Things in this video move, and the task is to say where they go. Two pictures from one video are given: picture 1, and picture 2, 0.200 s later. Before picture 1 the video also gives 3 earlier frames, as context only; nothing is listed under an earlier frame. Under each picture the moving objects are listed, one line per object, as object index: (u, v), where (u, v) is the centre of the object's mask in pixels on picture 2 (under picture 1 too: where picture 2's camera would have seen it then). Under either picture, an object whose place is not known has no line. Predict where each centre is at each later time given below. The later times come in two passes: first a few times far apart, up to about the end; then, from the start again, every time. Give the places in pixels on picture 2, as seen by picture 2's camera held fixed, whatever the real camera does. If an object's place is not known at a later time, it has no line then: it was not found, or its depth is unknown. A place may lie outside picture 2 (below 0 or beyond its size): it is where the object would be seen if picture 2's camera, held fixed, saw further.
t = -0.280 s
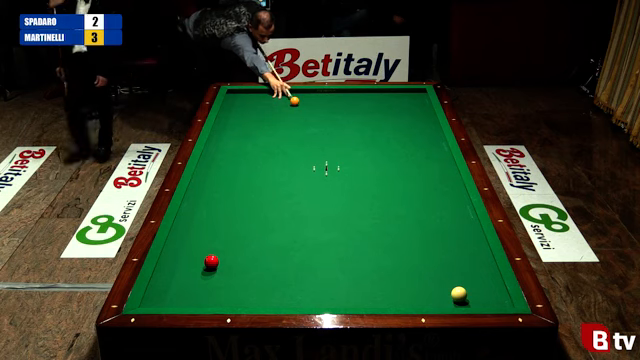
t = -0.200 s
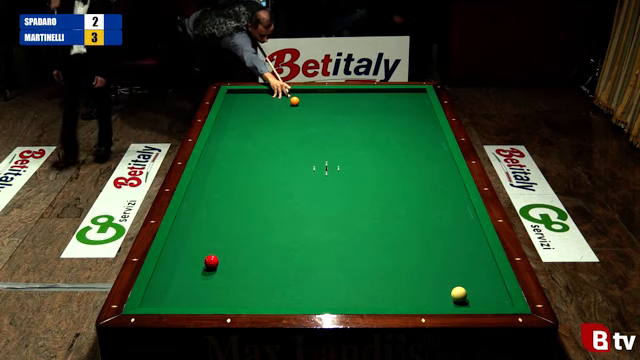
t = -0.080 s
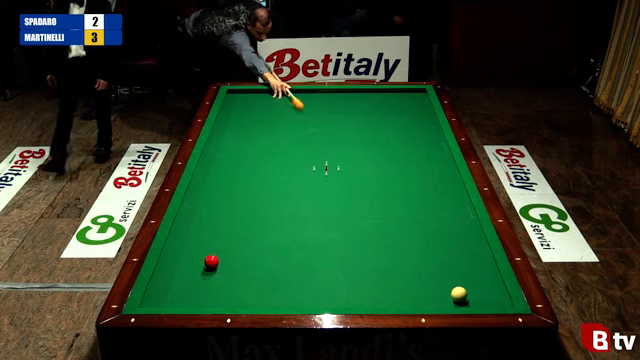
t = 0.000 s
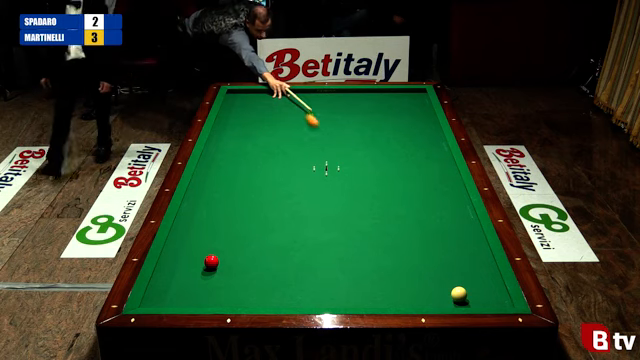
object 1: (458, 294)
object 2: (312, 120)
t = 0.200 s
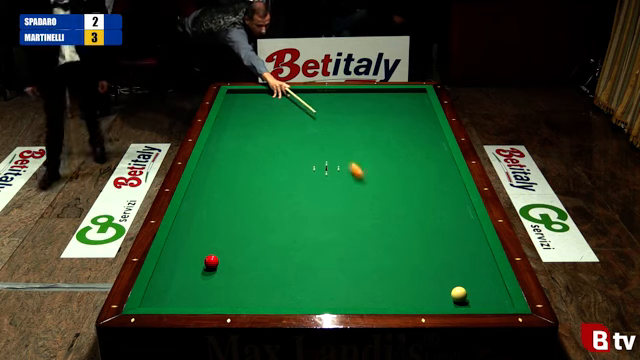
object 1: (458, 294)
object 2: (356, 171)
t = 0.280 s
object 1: (458, 293)
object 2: (377, 195)
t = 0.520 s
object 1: (459, 294)
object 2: (456, 281)
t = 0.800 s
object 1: (423, 238)
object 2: (460, 287)
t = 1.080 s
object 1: (397, 192)
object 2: (409, 285)
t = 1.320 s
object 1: (379, 160)
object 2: (369, 284)
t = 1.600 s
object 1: (362, 130)
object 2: (322, 283)
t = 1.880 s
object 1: (348, 106)
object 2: (276, 281)
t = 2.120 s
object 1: (339, 91)
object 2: (238, 280)
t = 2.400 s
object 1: (336, 106)
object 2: (196, 278)
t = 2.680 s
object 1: (333, 119)
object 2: (159, 278)
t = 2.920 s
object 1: (330, 132)
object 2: (179, 281)
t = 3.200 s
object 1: (326, 147)
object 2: (198, 286)
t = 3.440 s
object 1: (323, 162)
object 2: (215, 289)
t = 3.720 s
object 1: (318, 181)
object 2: (234, 292)
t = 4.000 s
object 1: (313, 201)
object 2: (252, 295)
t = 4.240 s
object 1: (308, 220)
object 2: (268, 298)
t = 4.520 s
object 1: (301, 245)
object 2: (285, 300)
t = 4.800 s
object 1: (294, 273)
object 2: (303, 302)
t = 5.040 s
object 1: (287, 298)
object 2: (316, 302)
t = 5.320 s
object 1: (285, 288)
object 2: (329, 301)
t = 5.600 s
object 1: (284, 271)
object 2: (341, 300)
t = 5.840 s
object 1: (284, 258)
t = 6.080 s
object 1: (283, 246)
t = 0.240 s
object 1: (458, 294)
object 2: (366, 183)
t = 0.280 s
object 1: (458, 293)
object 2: (377, 195)
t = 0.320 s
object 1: (458, 293)
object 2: (389, 208)
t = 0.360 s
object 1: (458, 293)
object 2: (400, 221)
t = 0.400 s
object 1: (459, 293)
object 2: (413, 236)
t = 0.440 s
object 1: (459, 293)
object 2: (427, 252)
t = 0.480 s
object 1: (459, 293)
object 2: (441, 268)
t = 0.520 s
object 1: (459, 294)
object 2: (456, 281)
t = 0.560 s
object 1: (456, 298)
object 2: (471, 286)
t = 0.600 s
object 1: (450, 287)
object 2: (485, 287)
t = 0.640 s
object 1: (443, 276)
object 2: (497, 289)
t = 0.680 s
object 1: (438, 265)
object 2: (489, 288)
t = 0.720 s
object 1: (432, 256)
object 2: (478, 288)
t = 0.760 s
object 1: (428, 247)
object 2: (469, 287)
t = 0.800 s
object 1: (423, 238)
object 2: (460, 287)
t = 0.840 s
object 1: (419, 231)
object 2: (452, 286)
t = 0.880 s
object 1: (414, 224)
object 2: (445, 286)
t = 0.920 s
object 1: (411, 217)
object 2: (438, 286)
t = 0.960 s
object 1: (407, 210)
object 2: (430, 286)
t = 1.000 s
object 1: (403, 204)
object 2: (423, 286)
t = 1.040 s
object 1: (400, 198)
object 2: (416, 285)
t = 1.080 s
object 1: (397, 192)
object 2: (409, 285)
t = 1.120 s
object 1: (394, 186)
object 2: (403, 285)
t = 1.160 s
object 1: (390, 180)
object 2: (396, 284)
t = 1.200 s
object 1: (387, 175)
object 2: (389, 284)
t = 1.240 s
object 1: (384, 170)
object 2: (382, 284)
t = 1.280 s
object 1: (382, 165)
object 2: (375, 284)
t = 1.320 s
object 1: (379, 160)
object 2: (369, 284)
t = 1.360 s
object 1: (376, 155)
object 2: (362, 284)
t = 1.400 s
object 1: (373, 151)
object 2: (355, 284)
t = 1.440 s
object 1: (371, 147)
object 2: (348, 283)
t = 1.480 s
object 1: (369, 142)
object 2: (342, 283)
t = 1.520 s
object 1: (366, 138)
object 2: (335, 283)
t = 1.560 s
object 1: (364, 134)
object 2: (328, 283)
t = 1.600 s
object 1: (362, 130)
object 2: (322, 283)
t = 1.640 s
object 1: (360, 126)
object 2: (315, 283)
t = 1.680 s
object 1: (358, 123)
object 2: (309, 282)
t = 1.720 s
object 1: (356, 119)
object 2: (302, 282)
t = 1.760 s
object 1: (354, 116)
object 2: (296, 282)
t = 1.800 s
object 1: (352, 112)
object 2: (289, 281)
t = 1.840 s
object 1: (350, 109)
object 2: (283, 281)
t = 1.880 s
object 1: (348, 106)
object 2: (276, 281)
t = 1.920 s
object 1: (346, 102)
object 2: (270, 281)
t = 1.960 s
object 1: (344, 99)
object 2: (264, 280)
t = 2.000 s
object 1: (343, 96)
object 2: (258, 280)
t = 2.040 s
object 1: (341, 93)
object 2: (251, 280)
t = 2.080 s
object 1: (339, 91)
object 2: (245, 280)
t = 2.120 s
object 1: (339, 91)
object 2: (238, 280)
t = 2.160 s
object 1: (338, 93)
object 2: (232, 280)
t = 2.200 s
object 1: (338, 96)
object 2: (226, 279)
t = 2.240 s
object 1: (338, 98)
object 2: (220, 279)
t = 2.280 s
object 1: (338, 100)
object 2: (215, 279)
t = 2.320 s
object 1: (337, 102)
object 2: (208, 279)
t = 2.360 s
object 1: (337, 104)
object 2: (202, 279)
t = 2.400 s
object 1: (336, 106)
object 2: (196, 278)
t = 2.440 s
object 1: (336, 107)
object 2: (190, 278)
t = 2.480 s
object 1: (335, 110)
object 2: (184, 278)
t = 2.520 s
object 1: (335, 111)
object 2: (178, 278)
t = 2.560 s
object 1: (335, 113)
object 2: (172, 278)
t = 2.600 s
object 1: (334, 115)
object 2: (167, 277)
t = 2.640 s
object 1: (333, 117)
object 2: (160, 278)
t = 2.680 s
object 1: (333, 119)
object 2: (159, 278)
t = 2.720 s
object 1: (333, 121)
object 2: (164, 278)
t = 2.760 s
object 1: (332, 123)
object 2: (167, 279)
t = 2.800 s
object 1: (331, 125)
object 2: (170, 280)
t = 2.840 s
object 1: (331, 128)
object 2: (173, 280)
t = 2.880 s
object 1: (330, 130)
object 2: (176, 280)
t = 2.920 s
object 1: (330, 132)
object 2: (179, 281)
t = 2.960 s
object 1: (329, 134)
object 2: (182, 282)
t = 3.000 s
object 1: (329, 136)
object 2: (184, 283)
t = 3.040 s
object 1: (328, 138)
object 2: (187, 283)
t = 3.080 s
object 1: (328, 140)
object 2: (190, 284)
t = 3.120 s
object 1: (328, 143)
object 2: (193, 284)
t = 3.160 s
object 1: (327, 145)
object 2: (195, 285)
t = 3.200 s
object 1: (326, 147)
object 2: (198, 286)
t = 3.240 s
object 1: (326, 150)
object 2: (201, 285)
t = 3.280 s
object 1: (325, 152)
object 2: (204, 287)
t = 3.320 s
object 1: (324, 154)
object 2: (207, 286)
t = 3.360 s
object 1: (324, 156)
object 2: (209, 287)
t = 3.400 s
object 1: (323, 159)
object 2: (212, 288)
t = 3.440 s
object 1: (323, 162)
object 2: (215, 289)
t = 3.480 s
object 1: (322, 165)
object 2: (217, 289)
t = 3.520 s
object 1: (321, 167)
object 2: (220, 290)
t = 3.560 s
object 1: (321, 170)
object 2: (223, 290)
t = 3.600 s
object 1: (320, 172)
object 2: (226, 291)
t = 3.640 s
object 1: (319, 175)
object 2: (228, 291)
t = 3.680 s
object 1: (319, 178)
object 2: (231, 292)
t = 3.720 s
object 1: (318, 181)
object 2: (234, 292)
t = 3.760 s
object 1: (317, 183)
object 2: (236, 293)
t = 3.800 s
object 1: (316, 186)
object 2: (239, 293)
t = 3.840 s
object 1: (316, 189)
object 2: (242, 293)
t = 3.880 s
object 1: (315, 192)
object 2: (244, 294)
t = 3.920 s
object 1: (314, 195)
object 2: (247, 294)
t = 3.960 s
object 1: (313, 198)
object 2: (249, 295)
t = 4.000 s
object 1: (313, 201)
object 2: (252, 295)
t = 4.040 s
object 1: (312, 204)
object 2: (255, 296)
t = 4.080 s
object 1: (311, 207)
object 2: (257, 296)
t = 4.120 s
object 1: (310, 210)
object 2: (260, 296)
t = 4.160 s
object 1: (309, 214)
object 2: (263, 297)
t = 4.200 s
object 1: (308, 217)
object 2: (265, 297)
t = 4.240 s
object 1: (308, 220)
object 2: (268, 298)
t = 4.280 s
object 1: (307, 224)
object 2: (270, 298)
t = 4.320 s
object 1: (306, 227)
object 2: (273, 298)
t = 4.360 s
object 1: (305, 230)
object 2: (276, 299)
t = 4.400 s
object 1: (304, 234)
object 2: (278, 299)
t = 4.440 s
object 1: (303, 238)
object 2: (280, 299)
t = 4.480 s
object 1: (302, 242)
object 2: (283, 299)
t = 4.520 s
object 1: (301, 245)
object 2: (285, 300)
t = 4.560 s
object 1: (300, 249)
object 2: (288, 300)
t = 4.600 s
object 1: (299, 253)
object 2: (290, 300)
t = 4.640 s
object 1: (298, 256)
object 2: (293, 300)
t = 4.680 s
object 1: (297, 260)
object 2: (295, 301)
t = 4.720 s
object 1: (296, 264)
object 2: (298, 301)
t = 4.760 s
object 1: (295, 269)
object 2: (300, 301)
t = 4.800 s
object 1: (294, 273)
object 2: (303, 302)
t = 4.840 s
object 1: (293, 277)
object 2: (305, 302)
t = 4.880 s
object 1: (292, 281)
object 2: (307, 302)
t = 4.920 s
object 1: (291, 286)
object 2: (310, 302)
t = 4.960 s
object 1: (290, 290)
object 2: (312, 303)
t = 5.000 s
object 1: (288, 295)
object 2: (314, 302)
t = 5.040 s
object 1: (287, 298)
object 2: (316, 302)
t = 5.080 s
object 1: (286, 302)
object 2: (318, 302)
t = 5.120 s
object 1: (286, 301)
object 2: (320, 302)
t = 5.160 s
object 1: (286, 298)
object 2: (321, 302)
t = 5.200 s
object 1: (286, 295)
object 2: (323, 302)
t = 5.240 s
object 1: (285, 293)
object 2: (325, 301)
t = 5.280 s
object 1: (285, 290)
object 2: (327, 301)
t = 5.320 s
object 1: (285, 288)
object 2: (329, 301)
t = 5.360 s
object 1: (285, 285)
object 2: (331, 301)
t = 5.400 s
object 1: (285, 283)
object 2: (333, 301)
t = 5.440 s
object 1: (285, 280)
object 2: (334, 301)
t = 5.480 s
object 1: (285, 278)
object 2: (336, 301)
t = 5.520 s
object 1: (284, 276)
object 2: (338, 300)
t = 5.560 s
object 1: (284, 273)
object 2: (340, 300)
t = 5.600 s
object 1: (284, 271)
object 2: (341, 300)
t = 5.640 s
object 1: (284, 269)
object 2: (343, 300)
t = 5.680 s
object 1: (284, 267)
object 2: (345, 300)
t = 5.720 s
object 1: (284, 264)
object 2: (346, 300)
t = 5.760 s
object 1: (284, 262)
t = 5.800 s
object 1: (284, 260)
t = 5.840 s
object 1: (284, 258)
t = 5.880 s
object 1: (283, 256)
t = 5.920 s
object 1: (283, 254)
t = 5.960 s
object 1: (283, 252)
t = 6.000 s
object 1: (283, 250)
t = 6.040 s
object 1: (283, 248)
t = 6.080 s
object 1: (283, 246)
